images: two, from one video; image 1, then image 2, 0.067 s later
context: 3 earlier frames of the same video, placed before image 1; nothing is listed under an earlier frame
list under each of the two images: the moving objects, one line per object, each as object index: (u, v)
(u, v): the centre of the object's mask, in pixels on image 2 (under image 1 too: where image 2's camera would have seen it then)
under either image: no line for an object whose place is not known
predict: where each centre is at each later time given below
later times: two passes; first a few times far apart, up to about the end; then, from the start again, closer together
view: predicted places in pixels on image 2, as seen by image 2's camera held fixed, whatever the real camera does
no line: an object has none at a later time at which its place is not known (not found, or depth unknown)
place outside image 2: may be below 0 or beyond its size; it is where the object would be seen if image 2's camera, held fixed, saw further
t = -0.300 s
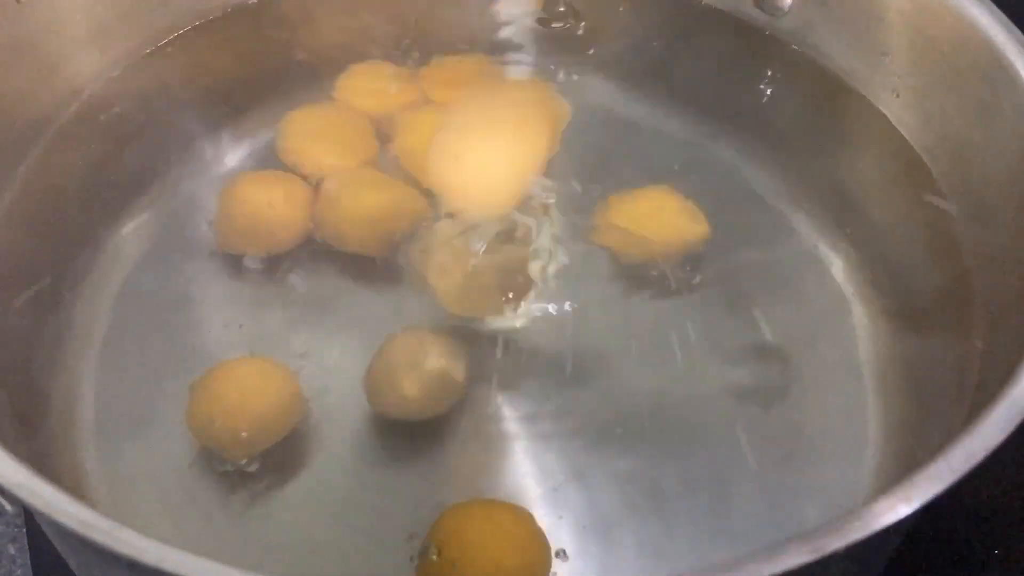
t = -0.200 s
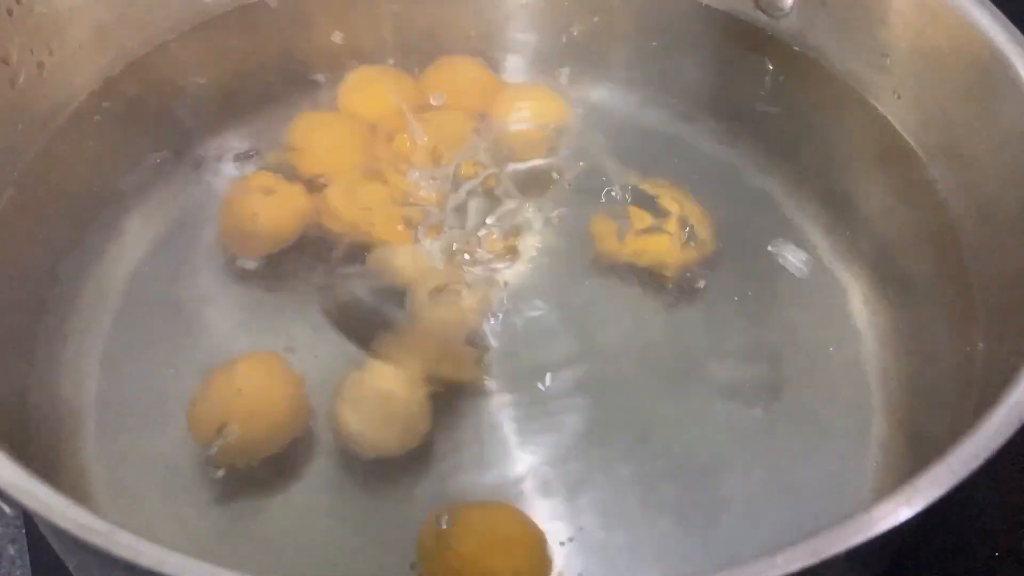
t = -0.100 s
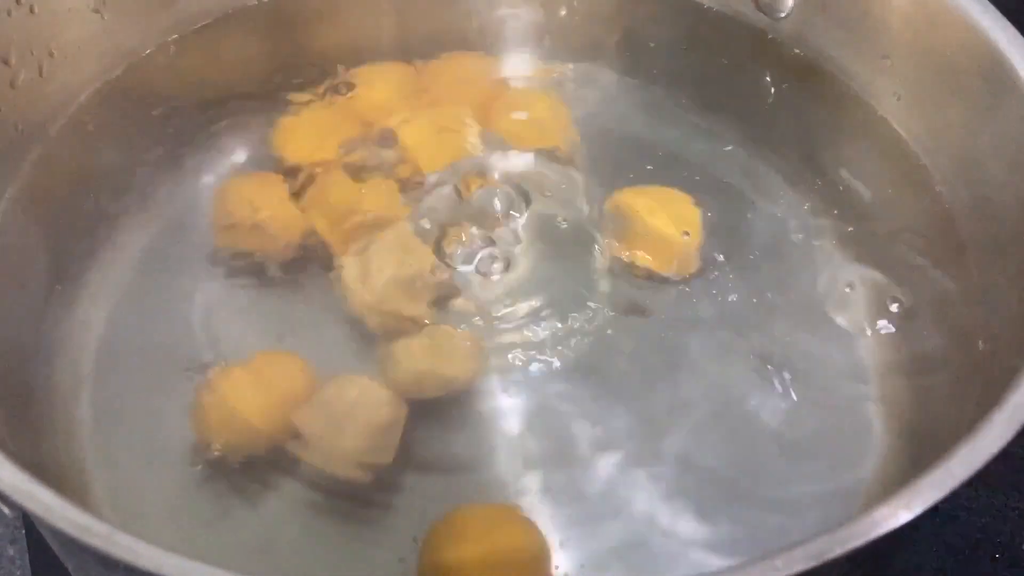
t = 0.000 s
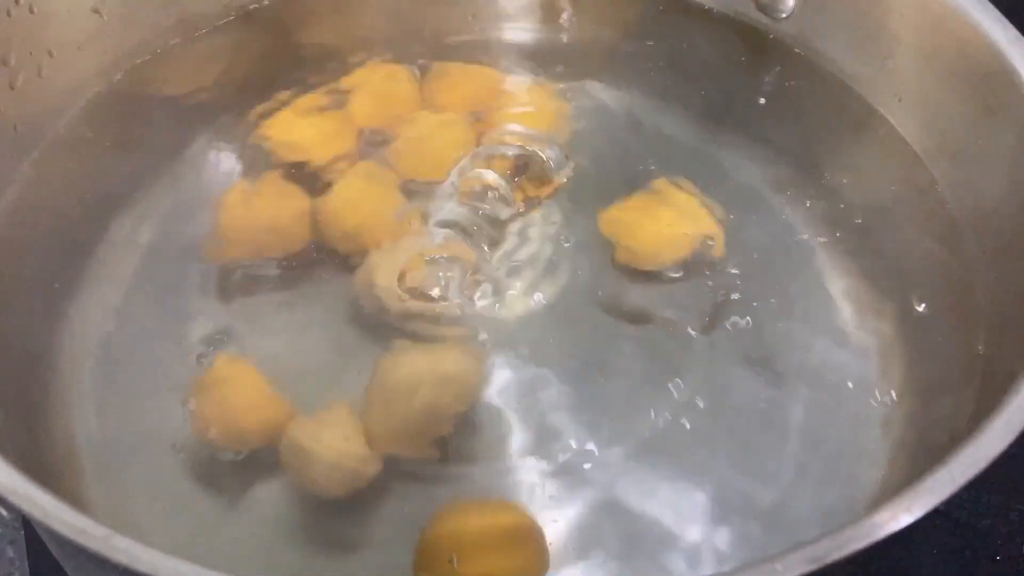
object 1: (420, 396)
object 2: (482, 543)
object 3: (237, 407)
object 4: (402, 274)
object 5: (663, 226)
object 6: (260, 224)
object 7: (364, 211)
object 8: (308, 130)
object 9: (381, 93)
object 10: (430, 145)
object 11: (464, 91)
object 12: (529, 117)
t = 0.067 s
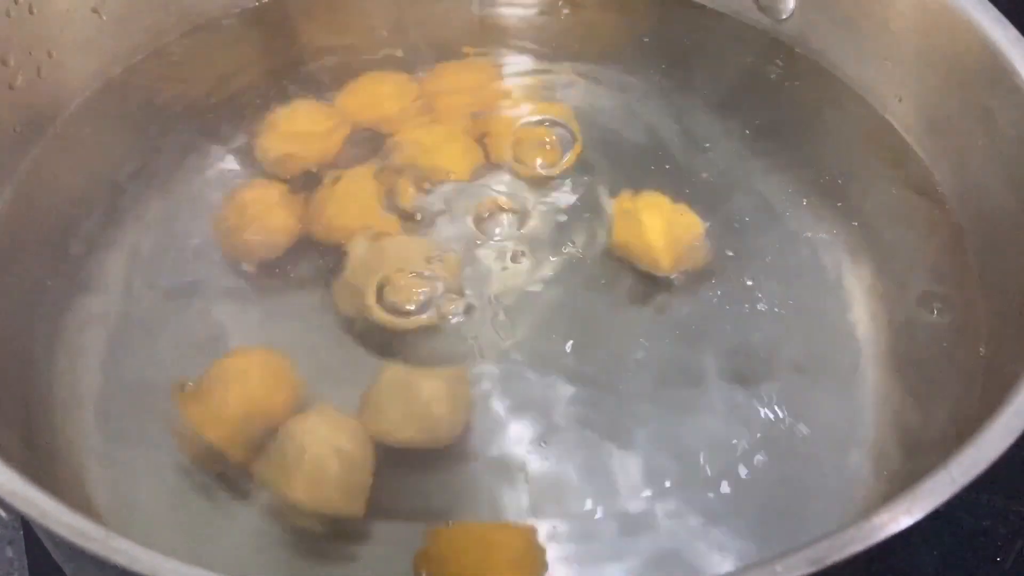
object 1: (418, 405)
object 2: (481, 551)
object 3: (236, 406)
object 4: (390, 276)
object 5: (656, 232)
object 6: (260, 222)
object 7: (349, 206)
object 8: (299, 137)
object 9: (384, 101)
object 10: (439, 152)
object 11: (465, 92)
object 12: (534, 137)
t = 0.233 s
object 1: (412, 431)
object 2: (481, 546)
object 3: (238, 405)
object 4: (410, 273)
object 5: (657, 239)
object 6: (259, 223)
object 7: (353, 211)
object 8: (294, 128)
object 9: (378, 96)
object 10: (432, 146)
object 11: (459, 86)
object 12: (524, 118)
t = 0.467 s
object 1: (410, 455)
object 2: (481, 546)
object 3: (251, 406)
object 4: (405, 277)
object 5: (662, 232)
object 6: (260, 222)
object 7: (353, 210)
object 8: (298, 132)
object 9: (378, 100)
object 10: (432, 150)
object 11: (460, 86)
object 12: (522, 121)
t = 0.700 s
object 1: (418, 477)
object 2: (480, 551)
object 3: (251, 420)
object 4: (400, 273)
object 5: (660, 230)
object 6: (256, 219)
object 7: (350, 207)
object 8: (307, 139)
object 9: (380, 97)
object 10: (430, 146)
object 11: (458, 83)
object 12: (523, 119)
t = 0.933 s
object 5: (660, 233)
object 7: (356, 206)
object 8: (320, 145)
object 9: (378, 99)
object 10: (434, 150)
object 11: (457, 87)
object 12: (522, 125)
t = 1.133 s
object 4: (403, 277)
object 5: (660, 234)
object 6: (254, 222)
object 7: (360, 207)
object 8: (319, 143)
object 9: (376, 94)
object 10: (430, 145)
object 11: (461, 84)
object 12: (525, 118)
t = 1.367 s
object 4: (403, 278)
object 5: (663, 232)
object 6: (253, 221)
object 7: (356, 207)
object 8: (317, 144)
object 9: (378, 95)
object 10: (430, 147)
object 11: (460, 80)
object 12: (526, 122)
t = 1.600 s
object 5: (661, 229)
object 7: (356, 208)
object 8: (317, 145)
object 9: (377, 98)
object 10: (433, 146)
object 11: (459, 88)
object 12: (523, 120)
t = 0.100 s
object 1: (416, 411)
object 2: (480, 542)
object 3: (236, 407)
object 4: (395, 278)
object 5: (658, 229)
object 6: (257, 220)
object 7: (353, 208)
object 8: (302, 136)
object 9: (384, 102)
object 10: (445, 151)
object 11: (463, 86)
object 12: (531, 130)
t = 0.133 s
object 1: (414, 419)
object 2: (483, 543)
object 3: (244, 399)
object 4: (401, 273)
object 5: (660, 228)
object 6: (254, 222)
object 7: (353, 206)
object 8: (300, 129)
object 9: (382, 99)
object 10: (438, 149)
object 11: (461, 85)
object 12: (534, 111)
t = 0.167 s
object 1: (411, 425)
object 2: (481, 544)
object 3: (239, 405)
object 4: (400, 272)
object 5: (664, 225)
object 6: (258, 225)
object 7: (360, 203)
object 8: (299, 133)
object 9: (376, 98)
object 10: (432, 153)
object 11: (462, 89)
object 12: (529, 121)
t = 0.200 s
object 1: (412, 432)
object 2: (480, 546)
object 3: (241, 404)
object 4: (404, 274)
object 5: (655, 232)
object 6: (257, 217)
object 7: (355, 210)
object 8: (297, 131)
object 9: (379, 97)
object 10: (433, 144)
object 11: (461, 86)
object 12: (527, 123)
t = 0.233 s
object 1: (412, 431)
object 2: (481, 546)
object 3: (238, 405)
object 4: (410, 273)
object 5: (657, 239)
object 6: (259, 223)
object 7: (353, 211)
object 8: (294, 128)
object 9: (378, 96)
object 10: (432, 146)
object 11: (459, 86)
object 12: (524, 118)
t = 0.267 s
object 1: (411, 433)
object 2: (482, 548)
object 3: (241, 406)
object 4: (394, 283)
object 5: (662, 236)
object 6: (254, 227)
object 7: (348, 211)
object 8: (292, 126)
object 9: (379, 95)
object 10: (436, 147)
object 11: (465, 86)
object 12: (523, 115)
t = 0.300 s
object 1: (409, 438)
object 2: (482, 544)
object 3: (245, 405)
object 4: (395, 279)
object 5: (663, 232)
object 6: (255, 223)
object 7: (352, 209)
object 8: (292, 128)
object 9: (377, 94)
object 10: (435, 141)
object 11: (465, 82)
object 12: (524, 121)
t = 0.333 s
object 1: (409, 444)
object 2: (482, 546)
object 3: (244, 407)
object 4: (414, 272)
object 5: (658, 232)
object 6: (248, 220)
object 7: (352, 209)
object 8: (293, 129)
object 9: (374, 91)
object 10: (432, 144)
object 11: (461, 80)
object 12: (524, 115)
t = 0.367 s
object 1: (407, 449)
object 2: (480, 550)
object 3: (242, 406)
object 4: (409, 272)
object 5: (660, 232)
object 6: (250, 220)
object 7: (351, 206)
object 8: (291, 131)
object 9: (378, 98)
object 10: (432, 144)
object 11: (459, 85)
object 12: (524, 115)
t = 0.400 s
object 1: (407, 452)
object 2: (480, 549)
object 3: (244, 411)
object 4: (405, 270)
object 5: (659, 230)
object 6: (255, 221)
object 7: (352, 206)
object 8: (297, 132)
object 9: (378, 99)
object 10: (433, 142)
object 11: (459, 84)
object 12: (523, 119)
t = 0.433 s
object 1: (408, 454)
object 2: (483, 545)
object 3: (247, 412)
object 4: (405, 273)
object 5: (658, 230)
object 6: (259, 221)
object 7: (354, 208)
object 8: (301, 135)
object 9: (378, 97)
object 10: (430, 144)
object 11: (461, 85)
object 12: (522, 118)
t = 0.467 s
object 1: (410, 455)
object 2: (481, 546)
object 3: (251, 406)
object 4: (405, 277)
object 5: (662, 232)
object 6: (260, 222)
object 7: (353, 210)
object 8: (298, 132)
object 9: (378, 100)
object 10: (432, 150)
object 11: (460, 86)
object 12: (522, 121)
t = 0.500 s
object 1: (412, 457)
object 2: (481, 548)
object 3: (253, 410)
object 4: (407, 273)
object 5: (661, 233)
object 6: (254, 224)
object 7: (354, 209)
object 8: (301, 135)
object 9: (379, 99)
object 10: (435, 149)
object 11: (459, 84)
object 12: (522, 123)
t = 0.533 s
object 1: (412, 465)
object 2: (484, 542)
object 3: (249, 418)
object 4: (405, 276)
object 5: (657, 232)
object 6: (258, 224)
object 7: (359, 208)
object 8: (300, 133)
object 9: (379, 95)
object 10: (435, 148)
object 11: (463, 85)
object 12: (524, 121)
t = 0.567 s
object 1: (412, 468)
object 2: (478, 546)
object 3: (253, 413)
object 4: (408, 277)
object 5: (657, 232)
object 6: (251, 222)
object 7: (357, 210)
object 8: (299, 132)
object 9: (378, 91)
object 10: (435, 147)
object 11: (462, 83)
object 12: (526, 121)
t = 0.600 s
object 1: (416, 469)
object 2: (480, 548)
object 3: (251, 414)
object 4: (407, 279)
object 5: (658, 230)
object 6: (249, 221)
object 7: (353, 209)
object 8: (297, 132)
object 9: (375, 94)
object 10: (434, 144)
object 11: (461, 83)
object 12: (528, 120)
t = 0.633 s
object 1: (417, 469)
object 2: (482, 548)
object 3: (250, 418)
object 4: (404, 275)
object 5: (662, 232)
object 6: (248, 222)
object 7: (352, 204)
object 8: (304, 134)
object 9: (376, 96)
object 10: (430, 140)
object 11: (462, 82)
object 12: (524, 120)
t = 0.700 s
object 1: (418, 477)
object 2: (480, 551)
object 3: (251, 420)
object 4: (400, 273)
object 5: (660, 230)
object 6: (256, 219)
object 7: (350, 207)
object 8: (307, 139)
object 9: (380, 97)
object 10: (430, 146)
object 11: (458, 83)
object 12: (523, 119)
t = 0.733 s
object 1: (419, 475)
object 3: (253, 417)
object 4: (400, 277)
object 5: (659, 229)
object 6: (256, 222)
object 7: (355, 208)
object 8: (305, 136)
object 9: (377, 96)
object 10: (431, 148)
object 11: (460, 86)
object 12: (524, 121)
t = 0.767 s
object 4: (401, 276)
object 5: (659, 231)
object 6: (252, 222)
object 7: (356, 206)
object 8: (308, 137)
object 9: (377, 95)
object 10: (432, 148)
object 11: (459, 82)
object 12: (524, 122)
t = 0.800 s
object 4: (406, 276)
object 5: (657, 233)
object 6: (254, 220)
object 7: (359, 210)
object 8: (310, 139)
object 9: (378, 95)
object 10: (436, 145)
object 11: (460, 81)
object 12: (525, 123)
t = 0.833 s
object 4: (407, 277)
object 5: (659, 235)
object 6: (250, 223)
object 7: (362, 207)
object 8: (308, 138)
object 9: (378, 93)
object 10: (434, 146)
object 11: (463, 84)
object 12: (526, 122)
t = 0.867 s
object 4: (402, 281)
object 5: (658, 233)
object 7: (350, 206)
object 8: (306, 140)
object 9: (375, 94)
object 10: (433, 144)
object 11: (460, 84)
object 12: (525, 118)
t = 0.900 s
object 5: (657, 232)
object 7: (353, 205)
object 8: (313, 141)
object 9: (378, 97)
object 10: (431, 146)
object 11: (457, 83)
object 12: (525, 122)
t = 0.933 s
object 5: (660, 233)
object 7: (356, 206)
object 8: (320, 145)
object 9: (378, 99)
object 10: (434, 150)
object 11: (457, 87)
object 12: (522, 125)
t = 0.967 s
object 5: (664, 232)
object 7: (358, 210)
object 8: (318, 144)
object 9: (378, 95)
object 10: (430, 145)
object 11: (463, 83)
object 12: (521, 123)
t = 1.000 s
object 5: (660, 228)
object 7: (355, 207)
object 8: (314, 143)
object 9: (377, 97)
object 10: (431, 144)
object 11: (462, 83)
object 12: (524, 117)
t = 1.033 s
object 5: (654, 226)
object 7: (352, 206)
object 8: (317, 142)
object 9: (379, 93)
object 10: (431, 148)
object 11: (461, 84)
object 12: (525, 119)
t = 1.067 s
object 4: (404, 279)
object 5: (658, 232)
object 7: (350, 209)
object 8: (322, 141)
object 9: (379, 94)
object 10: (443, 144)
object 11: (459, 83)
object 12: (523, 123)
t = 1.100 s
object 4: (399, 279)
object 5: (657, 233)
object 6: (254, 221)
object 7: (354, 206)
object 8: (315, 143)
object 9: (377, 93)
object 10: (432, 141)
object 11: (459, 82)
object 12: (522, 124)
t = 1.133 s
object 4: (403, 277)
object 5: (660, 234)
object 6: (254, 222)
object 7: (360, 207)
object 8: (319, 143)
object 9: (376, 94)
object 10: (430, 145)
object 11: (461, 84)
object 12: (525, 118)
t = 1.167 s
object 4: (404, 276)
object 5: (660, 231)
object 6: (255, 221)
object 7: (359, 209)
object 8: (322, 143)
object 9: (377, 96)
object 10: (434, 148)
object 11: (461, 82)
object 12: (526, 121)
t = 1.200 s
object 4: (401, 275)
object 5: (659, 231)
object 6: (255, 220)
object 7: (353, 209)
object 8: (321, 145)
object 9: (377, 95)
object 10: (430, 151)
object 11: (459, 85)
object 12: (527, 121)
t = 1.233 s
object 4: (404, 276)
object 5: (657, 233)
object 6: (256, 218)
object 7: (361, 212)
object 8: (317, 144)
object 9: (378, 95)
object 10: (436, 145)
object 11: (462, 85)
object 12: (525, 126)
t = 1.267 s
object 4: (404, 277)
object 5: (654, 230)
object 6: (254, 221)
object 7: (359, 207)
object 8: (316, 145)
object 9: (379, 96)
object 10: (435, 145)
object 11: (461, 86)
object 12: (523, 120)
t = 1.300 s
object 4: (401, 272)
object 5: (658, 230)
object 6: (253, 221)
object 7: (351, 205)
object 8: (317, 143)
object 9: (378, 96)
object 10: (434, 145)
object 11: (462, 88)
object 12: (523, 121)
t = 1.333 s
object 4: (400, 275)
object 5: (659, 231)
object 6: (251, 223)
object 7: (347, 207)
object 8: (320, 143)
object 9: (379, 97)
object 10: (432, 145)
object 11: (461, 84)
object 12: (528, 119)
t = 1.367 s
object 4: (403, 278)
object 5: (663, 232)
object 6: (253, 221)
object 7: (356, 207)
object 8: (317, 144)
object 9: (378, 95)
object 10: (430, 147)
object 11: (460, 80)
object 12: (526, 122)
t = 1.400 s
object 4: (401, 276)
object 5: (661, 230)
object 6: (253, 222)
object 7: (356, 209)
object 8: (314, 143)
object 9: (376, 94)
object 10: (431, 146)
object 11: (459, 76)
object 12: (525, 120)
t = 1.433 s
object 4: (404, 274)
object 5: (662, 231)
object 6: (256, 221)
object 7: (354, 208)
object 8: (312, 140)
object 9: (376, 92)
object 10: (433, 141)
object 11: (464, 85)
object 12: (525, 119)
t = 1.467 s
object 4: (401, 275)
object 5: (661, 233)
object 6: (253, 222)
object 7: (350, 207)
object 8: (317, 140)
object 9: (378, 95)
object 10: (437, 145)
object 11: (460, 85)
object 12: (524, 120)
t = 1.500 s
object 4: (402, 278)
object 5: (654, 233)
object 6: (254, 221)
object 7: (355, 208)
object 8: (317, 143)
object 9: (379, 95)
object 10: (436, 146)
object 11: (460, 83)
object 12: (527, 122)
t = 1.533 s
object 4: (403, 279)
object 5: (656, 231)
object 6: (254, 221)
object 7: (355, 209)
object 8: (315, 144)
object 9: (377, 95)
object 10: (433, 147)
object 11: (461, 79)
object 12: (526, 123)
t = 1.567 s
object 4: (404, 271)
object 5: (661, 231)
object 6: (255, 221)
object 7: (354, 208)
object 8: (317, 145)
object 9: (376, 97)
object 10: (432, 147)
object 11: (461, 85)
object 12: (524, 121)
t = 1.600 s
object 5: (661, 229)
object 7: (356, 208)
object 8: (317, 145)
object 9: (377, 98)
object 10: (433, 146)
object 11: (459, 88)
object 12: (523, 120)
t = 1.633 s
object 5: (658, 228)
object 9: (378, 97)
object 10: (434, 146)
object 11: (460, 86)
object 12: (524, 121)
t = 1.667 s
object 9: (378, 96)
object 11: (460, 83)
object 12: (524, 120)
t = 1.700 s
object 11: (460, 79)
